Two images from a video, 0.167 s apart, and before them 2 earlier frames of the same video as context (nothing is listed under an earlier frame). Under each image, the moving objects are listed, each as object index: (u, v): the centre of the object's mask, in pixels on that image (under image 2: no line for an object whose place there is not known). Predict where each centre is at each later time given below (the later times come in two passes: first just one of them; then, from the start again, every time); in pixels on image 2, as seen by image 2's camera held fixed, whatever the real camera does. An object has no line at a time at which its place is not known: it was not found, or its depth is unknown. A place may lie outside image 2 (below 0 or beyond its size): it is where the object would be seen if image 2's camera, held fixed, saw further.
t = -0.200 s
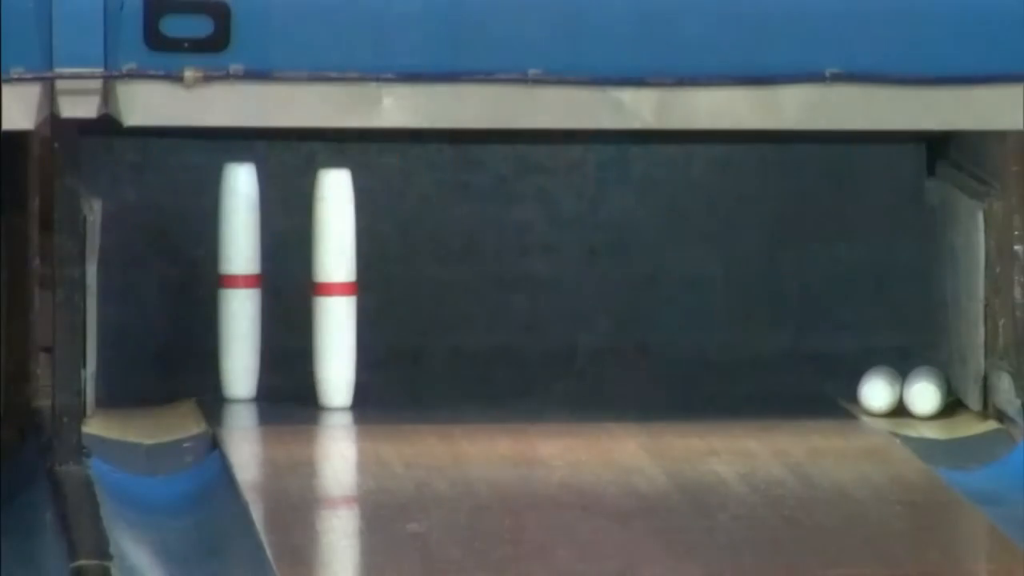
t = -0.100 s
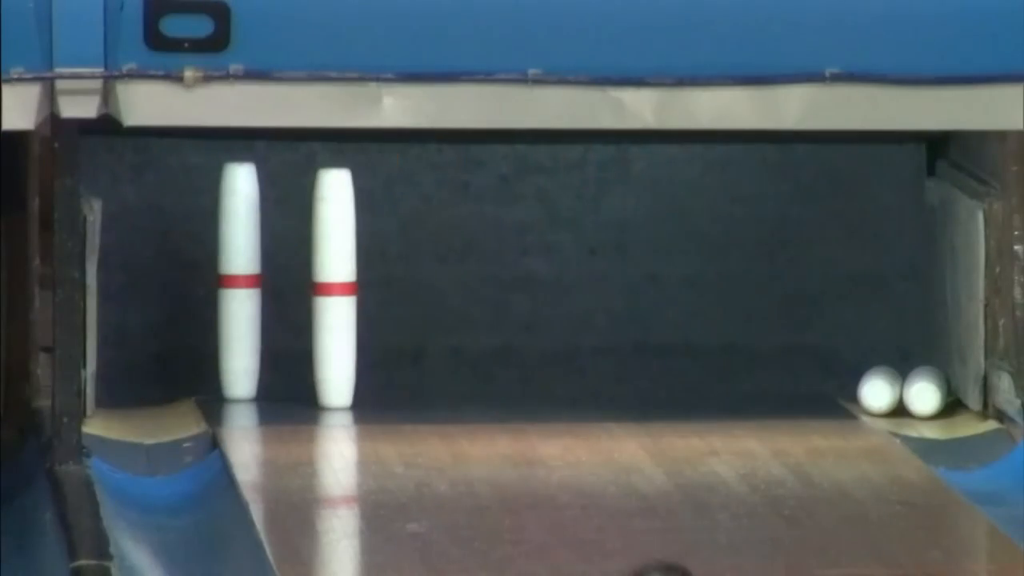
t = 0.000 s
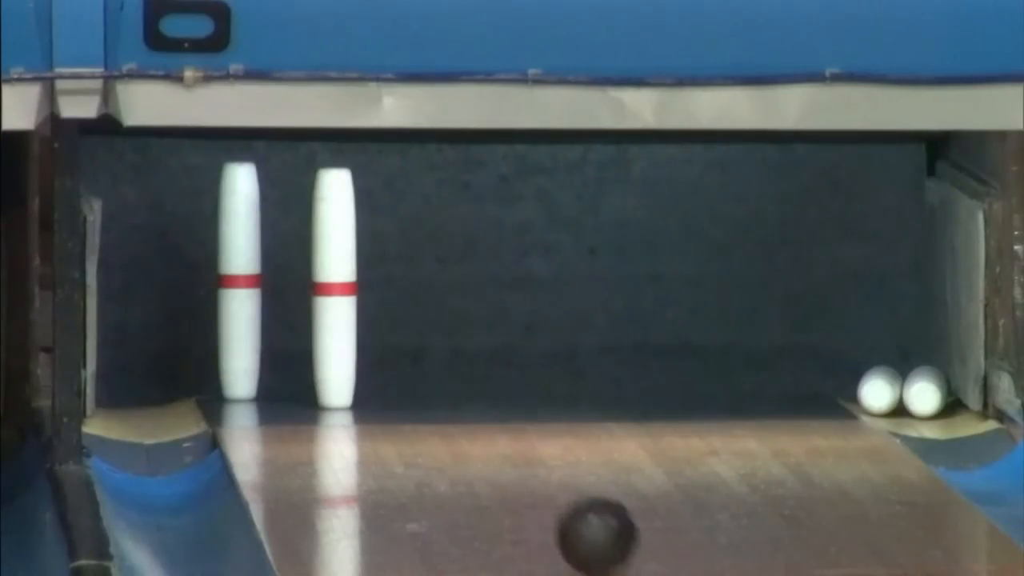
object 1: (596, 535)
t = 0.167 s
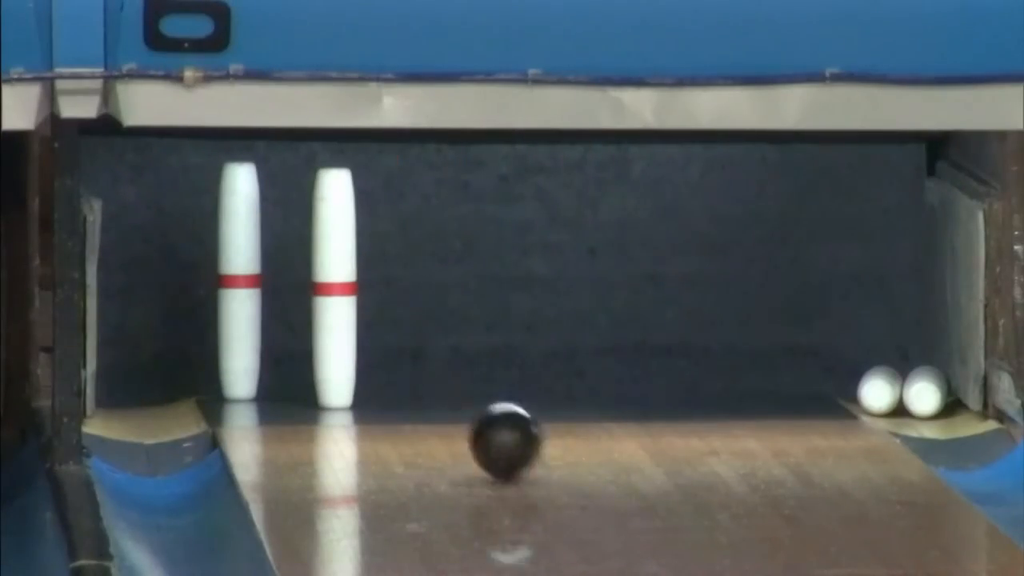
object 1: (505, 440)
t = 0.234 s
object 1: (473, 409)
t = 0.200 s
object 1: (489, 425)
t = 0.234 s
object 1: (473, 409)
